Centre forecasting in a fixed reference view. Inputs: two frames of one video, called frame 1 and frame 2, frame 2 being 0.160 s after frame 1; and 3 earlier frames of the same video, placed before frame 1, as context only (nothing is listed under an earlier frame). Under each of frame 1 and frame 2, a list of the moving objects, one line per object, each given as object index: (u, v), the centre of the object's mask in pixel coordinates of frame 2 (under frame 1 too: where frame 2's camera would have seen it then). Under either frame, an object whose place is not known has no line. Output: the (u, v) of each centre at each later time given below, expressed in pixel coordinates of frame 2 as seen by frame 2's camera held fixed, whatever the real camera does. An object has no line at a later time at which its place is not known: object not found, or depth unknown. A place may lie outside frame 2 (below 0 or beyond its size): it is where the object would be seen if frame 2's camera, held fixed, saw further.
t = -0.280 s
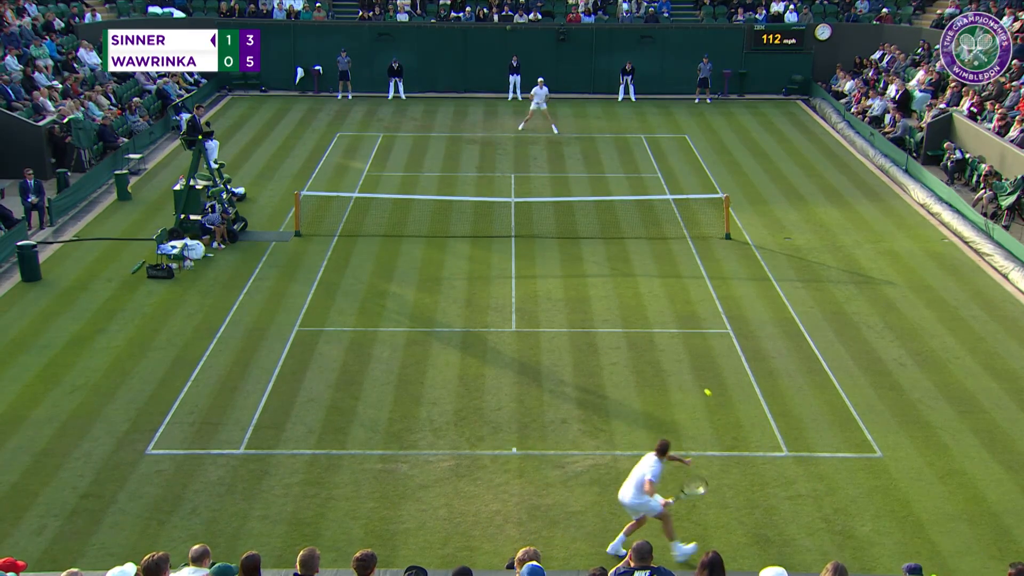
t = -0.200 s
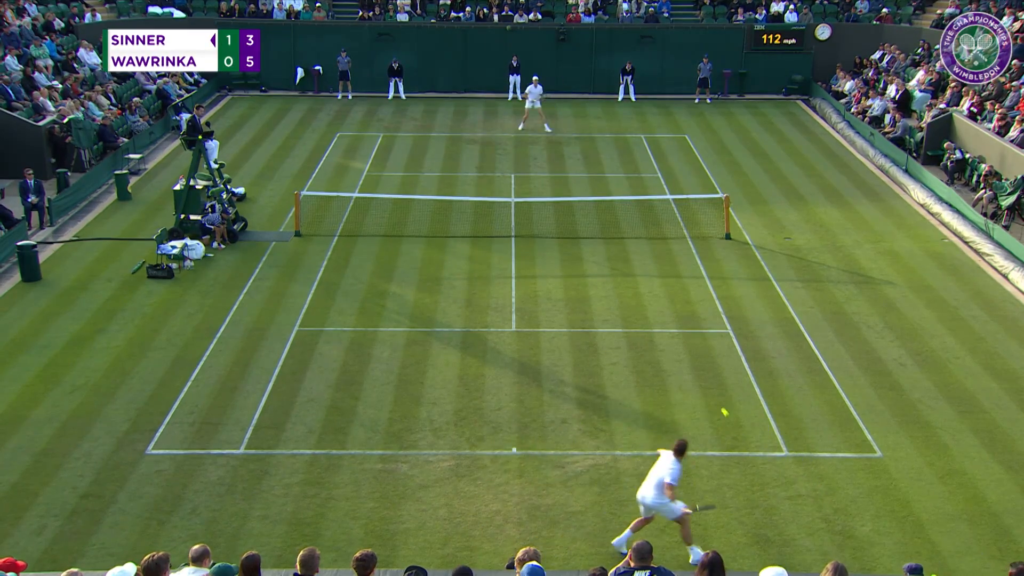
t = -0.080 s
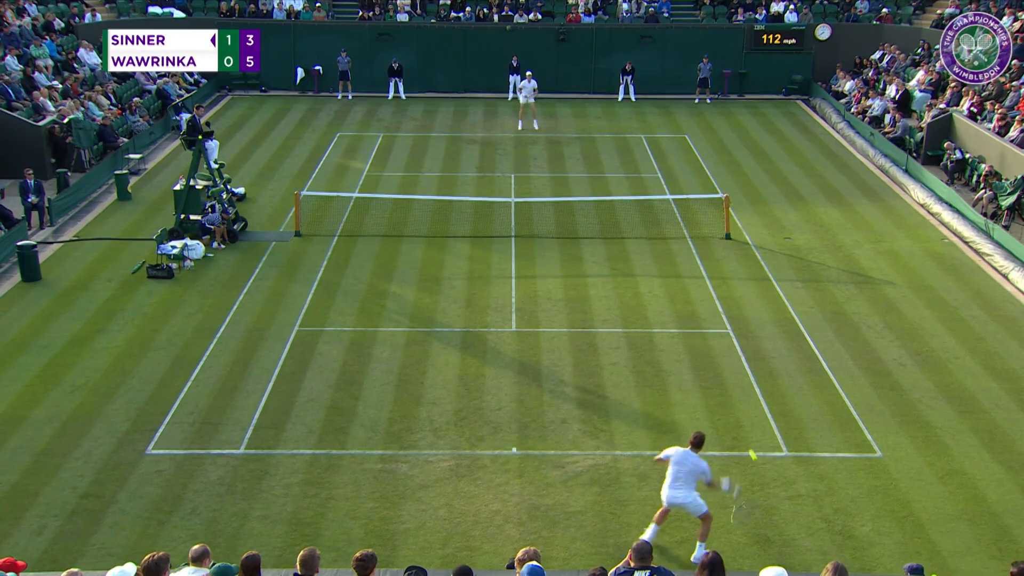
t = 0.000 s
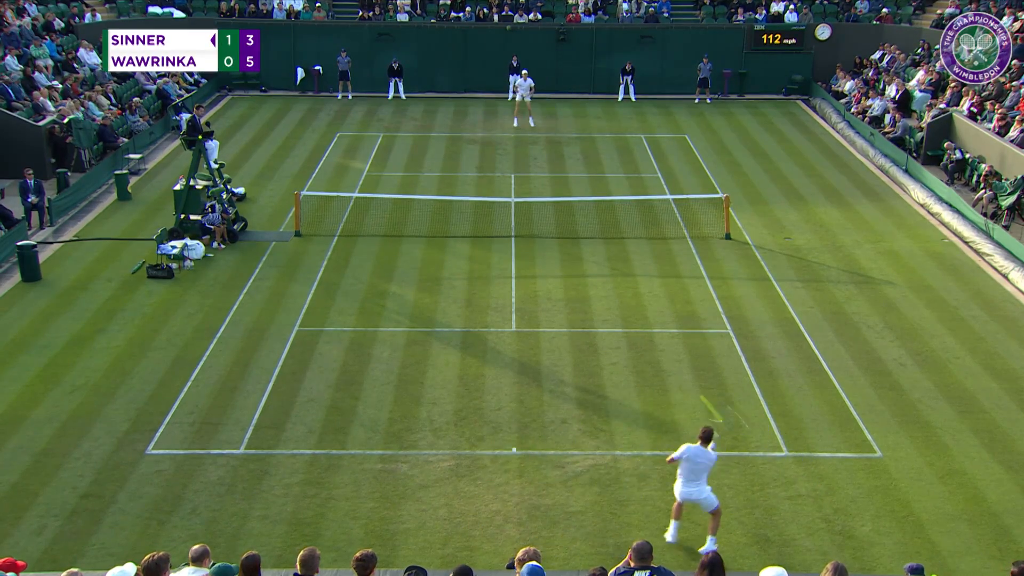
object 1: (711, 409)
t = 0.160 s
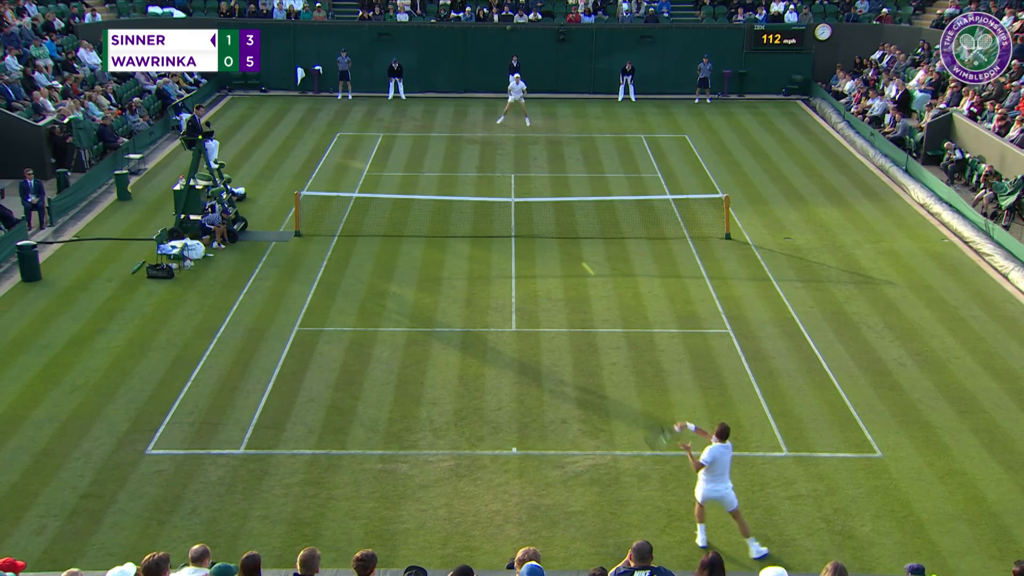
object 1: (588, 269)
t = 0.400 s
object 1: (487, 182)
